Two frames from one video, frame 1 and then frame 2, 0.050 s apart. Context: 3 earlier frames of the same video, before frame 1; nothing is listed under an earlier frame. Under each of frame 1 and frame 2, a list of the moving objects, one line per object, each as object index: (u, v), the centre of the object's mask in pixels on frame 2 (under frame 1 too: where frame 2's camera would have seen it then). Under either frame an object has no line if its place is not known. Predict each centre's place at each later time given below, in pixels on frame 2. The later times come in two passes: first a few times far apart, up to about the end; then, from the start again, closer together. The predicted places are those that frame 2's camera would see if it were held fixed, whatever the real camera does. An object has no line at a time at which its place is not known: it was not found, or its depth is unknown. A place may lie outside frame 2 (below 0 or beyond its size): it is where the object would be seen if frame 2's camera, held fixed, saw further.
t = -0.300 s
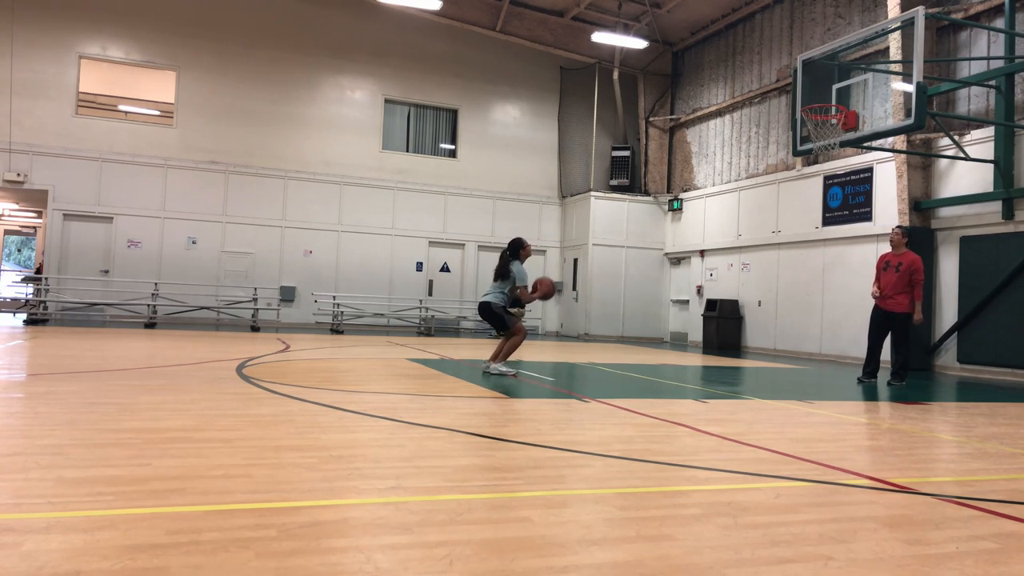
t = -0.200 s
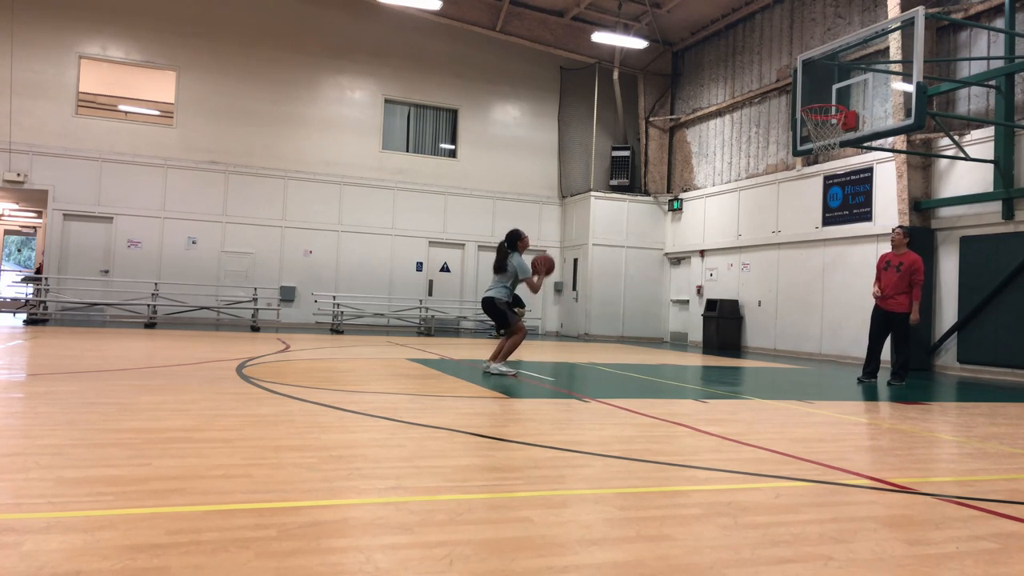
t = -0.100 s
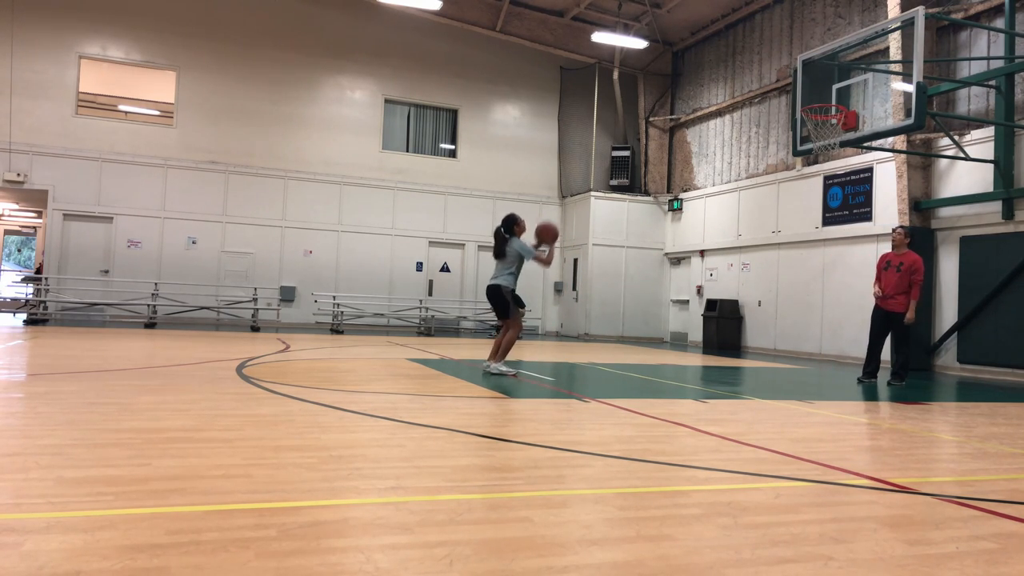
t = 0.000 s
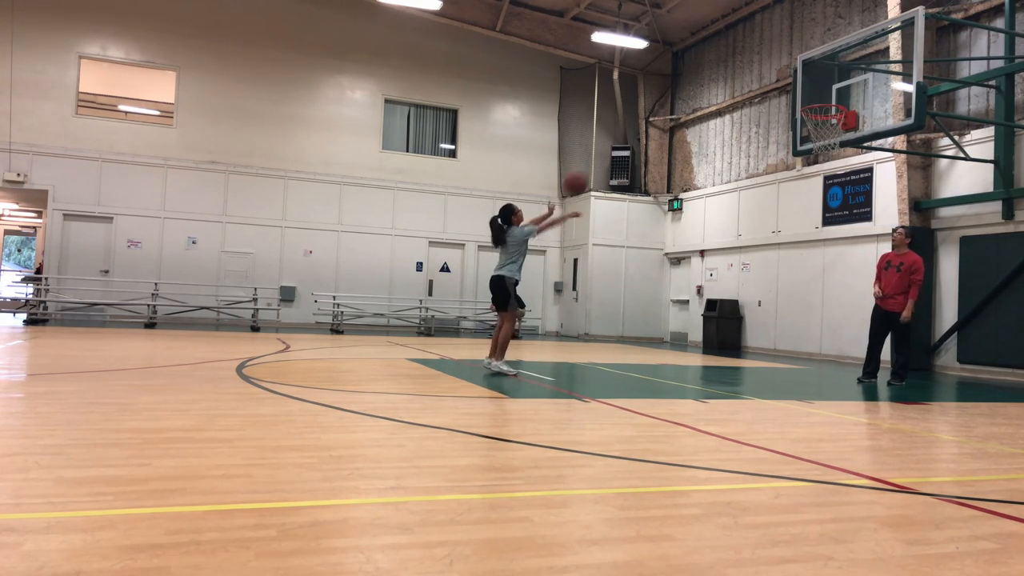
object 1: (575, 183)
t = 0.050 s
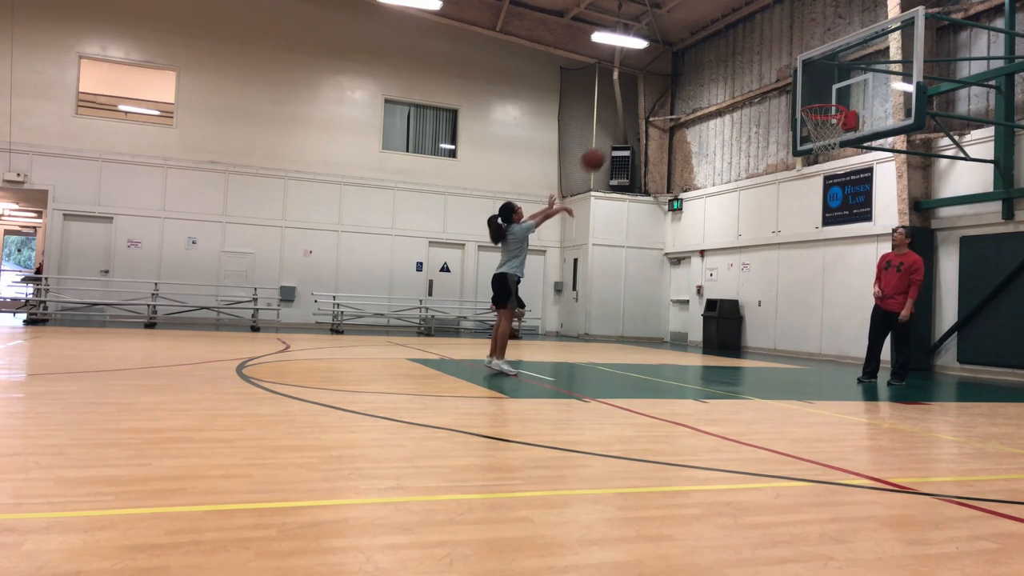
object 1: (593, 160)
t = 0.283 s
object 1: (667, 81)
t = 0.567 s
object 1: (750, 59)
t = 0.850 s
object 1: (819, 100)
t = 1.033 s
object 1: (853, 92)
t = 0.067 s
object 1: (599, 152)
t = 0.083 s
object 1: (604, 144)
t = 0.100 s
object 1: (610, 137)
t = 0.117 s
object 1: (616, 130)
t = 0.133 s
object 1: (621, 125)
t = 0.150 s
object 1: (627, 118)
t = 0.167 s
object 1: (632, 113)
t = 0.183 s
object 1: (637, 107)
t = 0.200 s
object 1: (643, 102)
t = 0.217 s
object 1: (648, 97)
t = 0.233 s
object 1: (653, 92)
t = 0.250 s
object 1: (658, 88)
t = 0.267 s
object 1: (663, 84)
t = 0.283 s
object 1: (667, 81)
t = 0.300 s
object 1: (673, 77)
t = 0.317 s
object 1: (678, 74)
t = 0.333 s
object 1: (683, 71)
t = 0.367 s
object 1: (693, 66)
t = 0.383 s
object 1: (698, 65)
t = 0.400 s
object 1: (703, 62)
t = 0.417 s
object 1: (707, 61)
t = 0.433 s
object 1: (713, 60)
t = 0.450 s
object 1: (718, 59)
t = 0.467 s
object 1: (723, 58)
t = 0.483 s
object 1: (727, 58)
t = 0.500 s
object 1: (731, 57)
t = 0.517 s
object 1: (736, 57)
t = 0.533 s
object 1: (741, 57)
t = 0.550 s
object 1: (745, 58)
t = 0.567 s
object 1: (750, 59)
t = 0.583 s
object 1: (754, 60)
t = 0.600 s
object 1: (759, 61)
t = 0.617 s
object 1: (763, 62)
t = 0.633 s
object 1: (767, 64)
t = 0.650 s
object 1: (771, 66)
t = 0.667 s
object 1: (776, 68)
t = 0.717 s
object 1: (787, 76)
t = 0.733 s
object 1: (792, 78)
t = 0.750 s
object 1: (796, 82)
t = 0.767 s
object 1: (801, 86)
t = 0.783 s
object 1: (805, 90)
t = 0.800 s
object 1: (810, 94)
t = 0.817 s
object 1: (813, 96)
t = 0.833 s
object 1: (815, 98)
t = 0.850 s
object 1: (819, 100)
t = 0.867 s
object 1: (823, 100)
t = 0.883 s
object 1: (827, 99)
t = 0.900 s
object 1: (829, 97)
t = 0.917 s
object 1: (833, 97)
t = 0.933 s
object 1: (835, 96)
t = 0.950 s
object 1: (839, 96)
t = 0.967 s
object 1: (843, 95)
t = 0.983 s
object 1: (846, 95)
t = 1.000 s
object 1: (848, 94)
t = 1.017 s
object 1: (851, 92)
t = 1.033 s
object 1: (853, 92)
